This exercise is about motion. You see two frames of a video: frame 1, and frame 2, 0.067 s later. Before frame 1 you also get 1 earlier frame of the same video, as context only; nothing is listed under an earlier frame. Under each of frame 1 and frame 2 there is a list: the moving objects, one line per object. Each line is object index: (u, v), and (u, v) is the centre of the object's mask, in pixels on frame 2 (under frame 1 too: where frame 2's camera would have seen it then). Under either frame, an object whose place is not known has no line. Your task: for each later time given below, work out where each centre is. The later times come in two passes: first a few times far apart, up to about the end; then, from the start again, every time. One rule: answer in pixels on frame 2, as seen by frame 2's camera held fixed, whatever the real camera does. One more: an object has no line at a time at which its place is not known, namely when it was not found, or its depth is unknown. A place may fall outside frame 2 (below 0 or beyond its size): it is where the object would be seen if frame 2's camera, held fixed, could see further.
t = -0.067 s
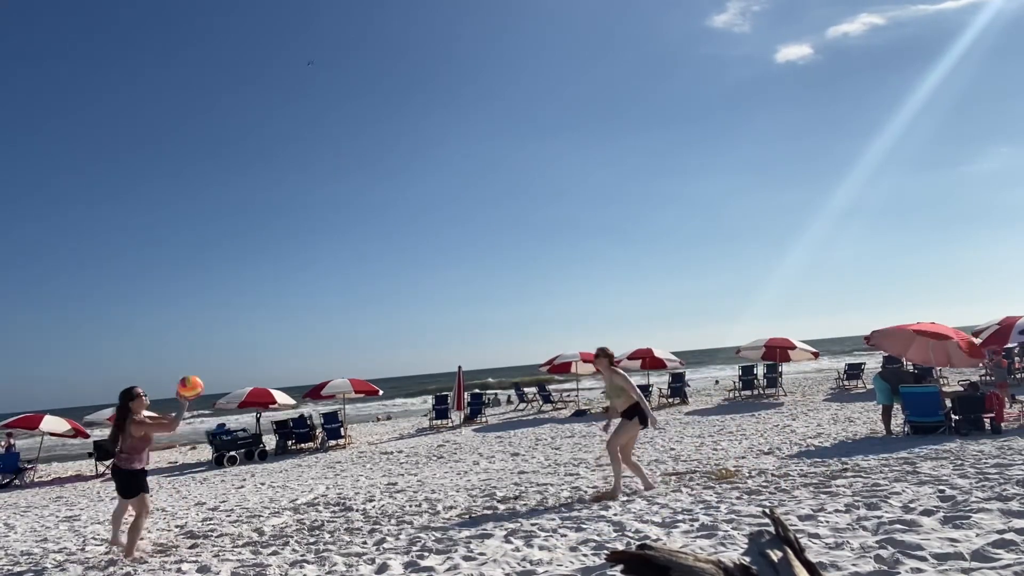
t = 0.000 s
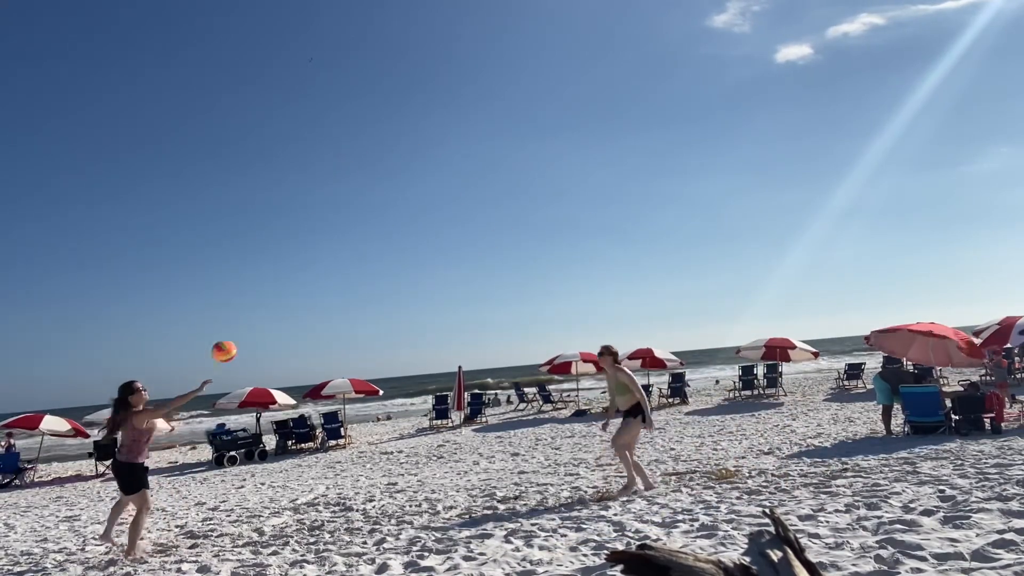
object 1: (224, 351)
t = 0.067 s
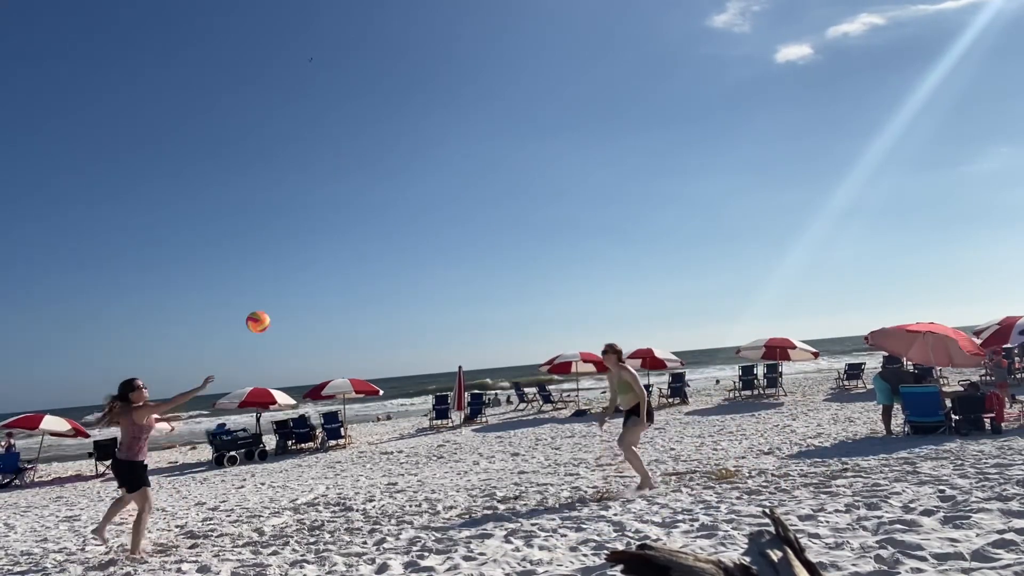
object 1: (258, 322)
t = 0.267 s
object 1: (351, 266)
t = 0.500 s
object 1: (448, 254)
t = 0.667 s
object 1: (510, 276)
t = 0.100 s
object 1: (274, 309)
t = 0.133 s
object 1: (290, 298)
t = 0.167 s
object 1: (306, 288)
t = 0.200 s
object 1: (321, 280)
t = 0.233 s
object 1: (336, 273)
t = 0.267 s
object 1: (351, 266)
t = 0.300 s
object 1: (365, 261)
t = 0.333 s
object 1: (380, 257)
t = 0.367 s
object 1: (394, 254)
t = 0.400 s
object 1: (407, 253)
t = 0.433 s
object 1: (421, 252)
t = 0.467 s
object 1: (435, 252)
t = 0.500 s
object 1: (448, 254)
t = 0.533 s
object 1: (460, 256)
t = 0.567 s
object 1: (473, 259)
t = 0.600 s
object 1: (486, 264)
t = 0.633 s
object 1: (498, 269)
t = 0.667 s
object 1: (510, 276)
